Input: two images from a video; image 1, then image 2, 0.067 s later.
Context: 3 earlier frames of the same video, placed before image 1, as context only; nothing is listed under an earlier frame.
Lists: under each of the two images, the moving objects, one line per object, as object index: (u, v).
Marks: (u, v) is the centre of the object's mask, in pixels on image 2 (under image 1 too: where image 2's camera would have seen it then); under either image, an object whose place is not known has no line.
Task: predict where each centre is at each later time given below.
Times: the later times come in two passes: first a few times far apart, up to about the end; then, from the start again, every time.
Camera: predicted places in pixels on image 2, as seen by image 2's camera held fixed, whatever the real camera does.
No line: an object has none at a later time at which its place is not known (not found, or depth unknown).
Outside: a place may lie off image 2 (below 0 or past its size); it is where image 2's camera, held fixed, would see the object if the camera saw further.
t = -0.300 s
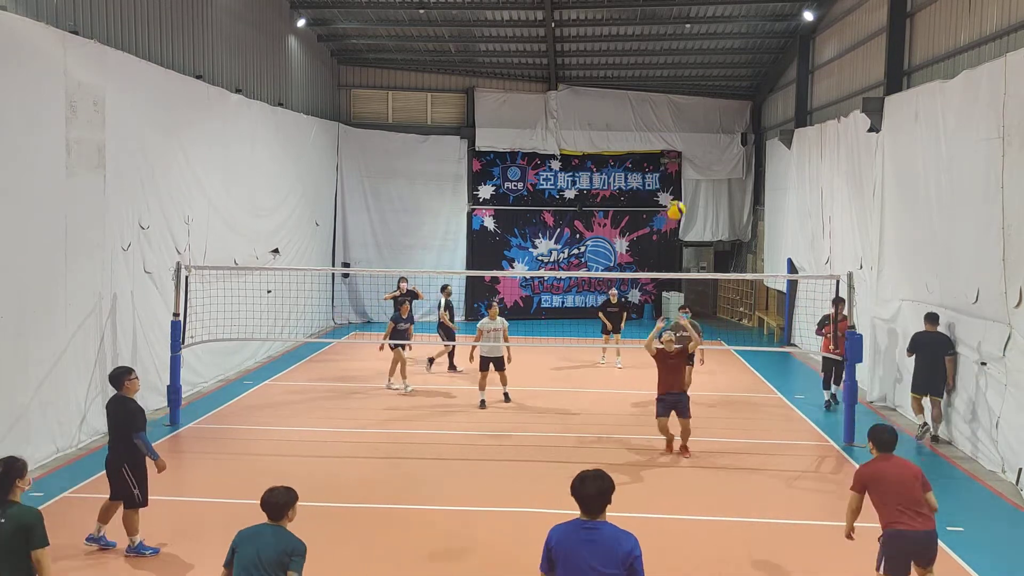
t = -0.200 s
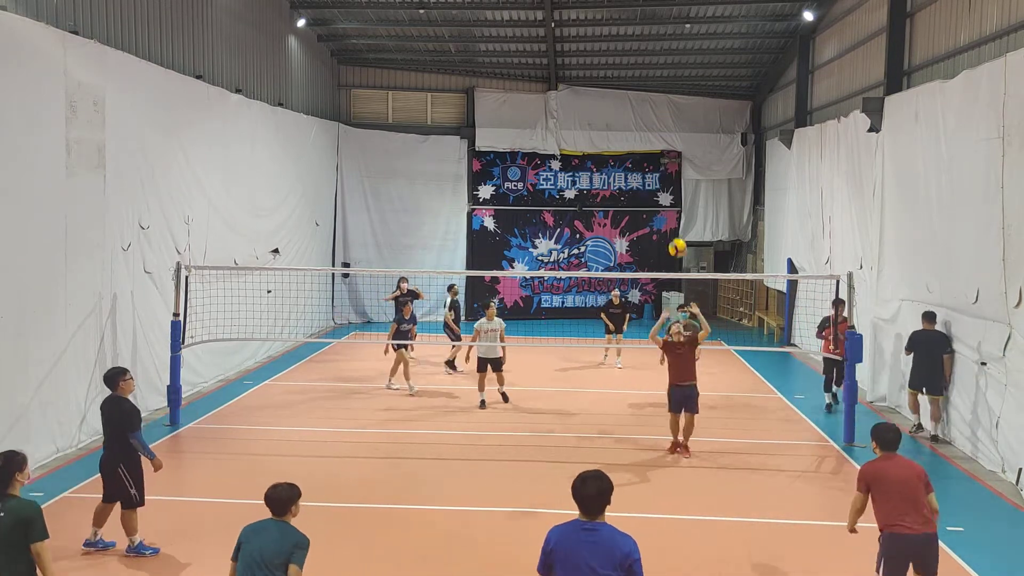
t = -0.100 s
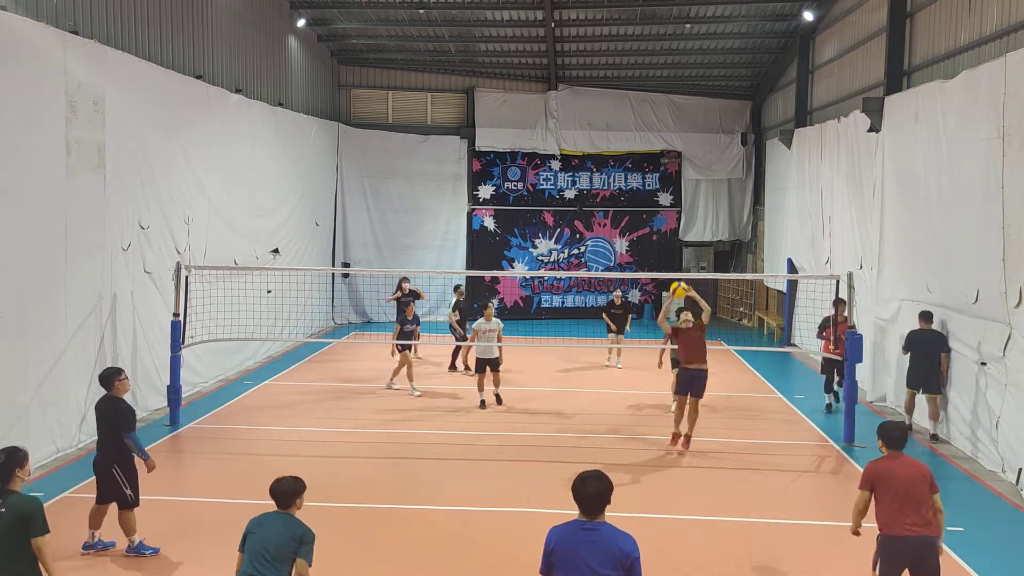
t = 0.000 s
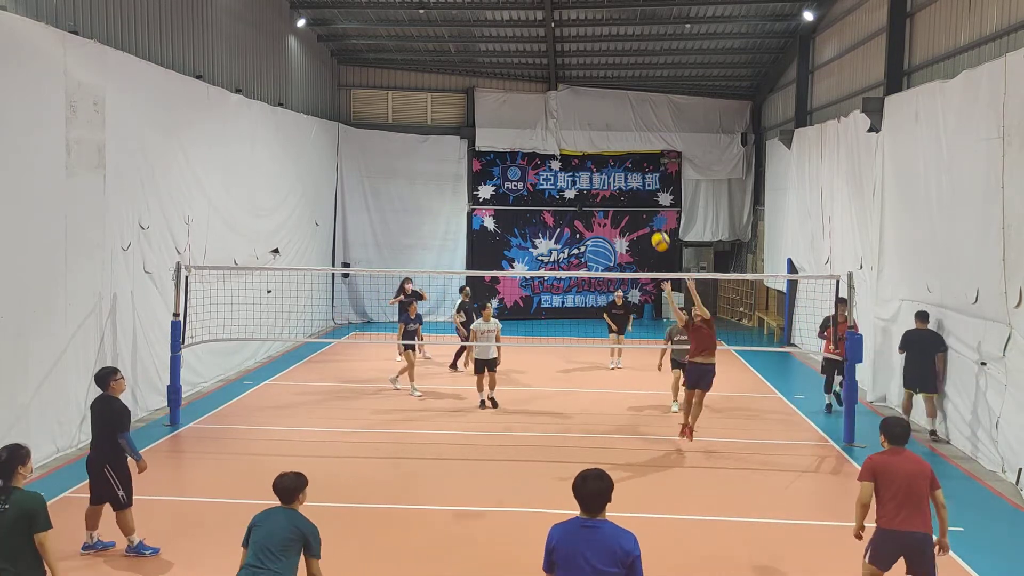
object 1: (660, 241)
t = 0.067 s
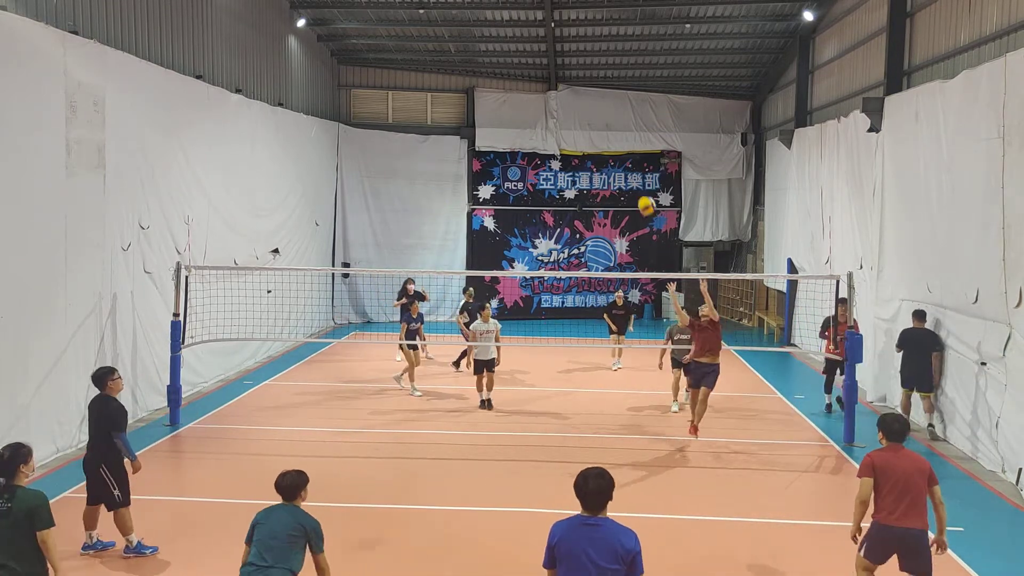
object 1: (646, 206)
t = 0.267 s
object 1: (603, 114)
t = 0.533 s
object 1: (537, 39)
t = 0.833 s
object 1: (456, 25)
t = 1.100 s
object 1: (378, 88)
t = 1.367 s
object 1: (298, 230)
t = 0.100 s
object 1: (639, 189)
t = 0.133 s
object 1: (632, 172)
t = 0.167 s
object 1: (625, 157)
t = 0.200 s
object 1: (618, 141)
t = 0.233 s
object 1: (610, 127)
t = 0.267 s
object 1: (603, 114)
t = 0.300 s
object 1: (595, 102)
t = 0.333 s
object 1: (587, 90)
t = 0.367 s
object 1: (579, 79)
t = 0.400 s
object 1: (570, 70)
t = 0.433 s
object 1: (562, 61)
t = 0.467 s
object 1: (554, 52)
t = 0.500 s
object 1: (546, 45)
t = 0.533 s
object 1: (537, 39)
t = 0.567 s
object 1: (529, 33)
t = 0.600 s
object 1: (520, 28)
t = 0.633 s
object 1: (511, 25)
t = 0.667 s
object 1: (502, 23)
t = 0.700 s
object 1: (493, 21)
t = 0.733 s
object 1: (484, 20)
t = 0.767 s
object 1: (475, 21)
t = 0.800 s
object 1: (465, 22)
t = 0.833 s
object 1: (456, 25)
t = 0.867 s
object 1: (447, 29)
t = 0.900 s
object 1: (437, 34)
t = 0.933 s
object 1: (427, 40)
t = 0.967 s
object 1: (417, 47)
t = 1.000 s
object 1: (408, 55)
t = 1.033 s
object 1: (398, 65)
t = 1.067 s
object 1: (389, 76)
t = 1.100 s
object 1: (378, 88)
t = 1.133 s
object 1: (368, 101)
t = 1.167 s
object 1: (358, 116)
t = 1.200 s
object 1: (348, 131)
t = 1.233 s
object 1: (338, 149)
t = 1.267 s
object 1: (328, 168)
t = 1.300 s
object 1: (318, 187)
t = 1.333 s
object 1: (308, 208)
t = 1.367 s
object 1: (298, 230)
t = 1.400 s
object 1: (288, 254)
